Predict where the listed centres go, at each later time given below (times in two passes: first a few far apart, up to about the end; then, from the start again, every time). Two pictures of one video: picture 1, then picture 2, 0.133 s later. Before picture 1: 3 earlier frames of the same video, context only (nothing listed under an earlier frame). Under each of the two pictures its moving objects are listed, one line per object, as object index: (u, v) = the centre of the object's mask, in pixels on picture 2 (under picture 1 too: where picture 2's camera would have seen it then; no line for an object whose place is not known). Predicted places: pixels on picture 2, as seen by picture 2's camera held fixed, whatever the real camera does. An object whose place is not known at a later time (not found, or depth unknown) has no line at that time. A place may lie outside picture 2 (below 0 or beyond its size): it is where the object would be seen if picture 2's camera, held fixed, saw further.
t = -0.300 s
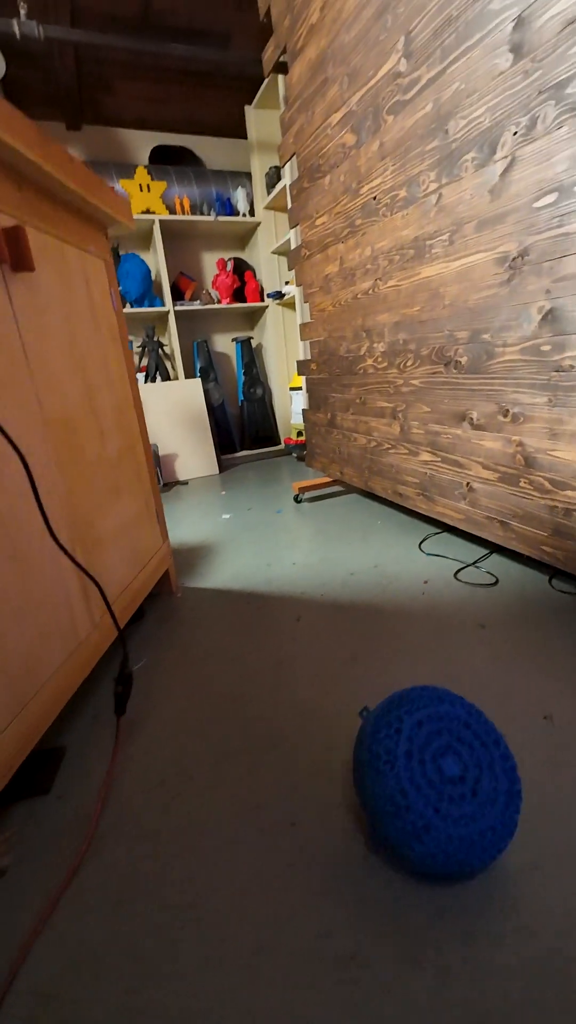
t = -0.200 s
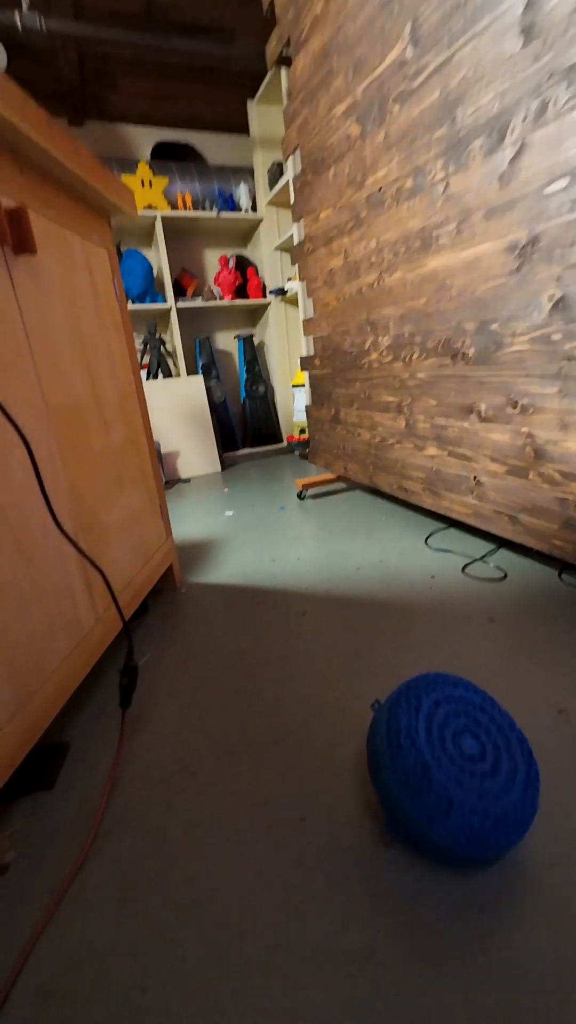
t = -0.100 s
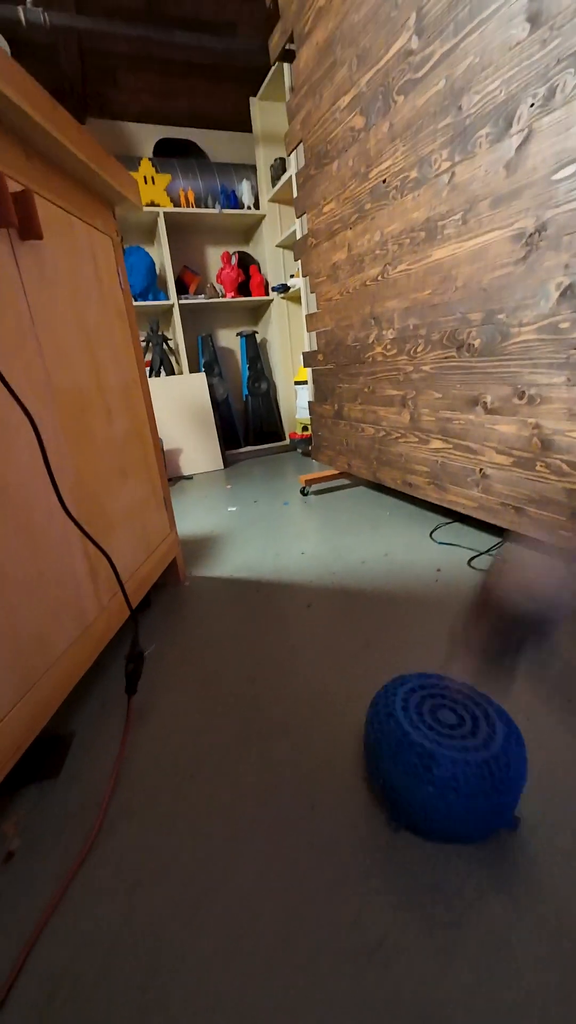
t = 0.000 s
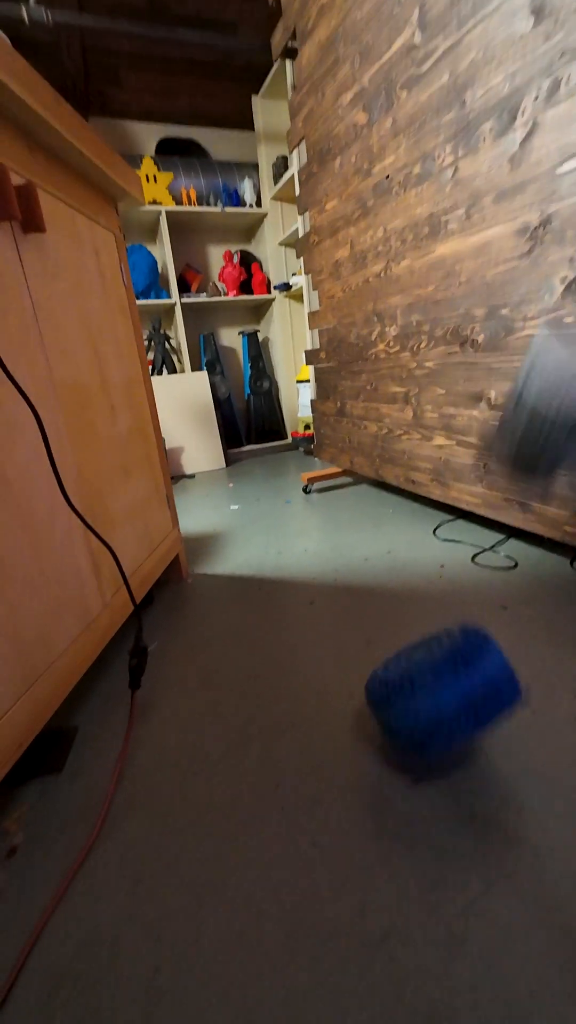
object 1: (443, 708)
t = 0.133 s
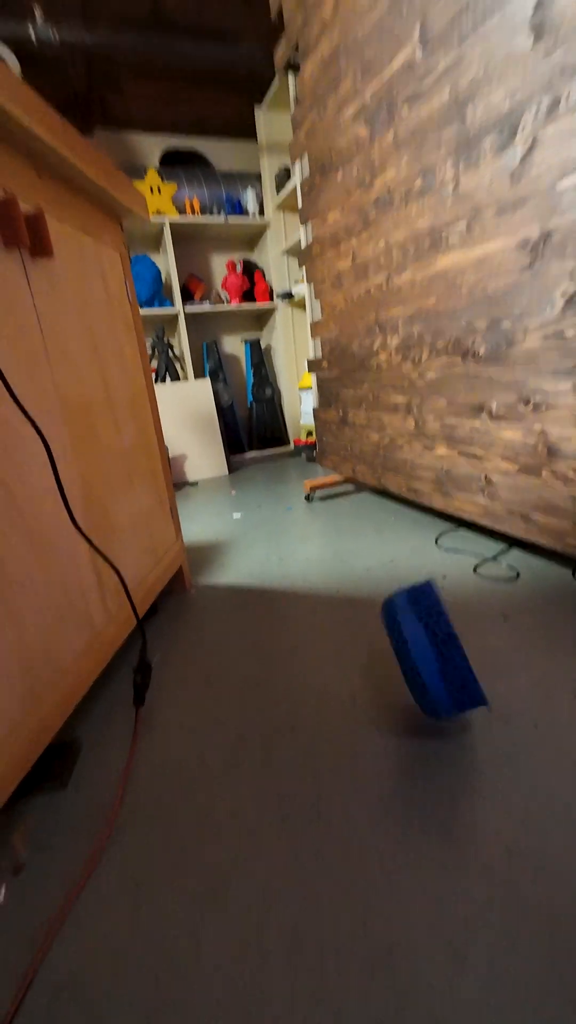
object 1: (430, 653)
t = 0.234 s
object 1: (422, 635)
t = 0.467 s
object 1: (364, 606)
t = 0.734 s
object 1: (355, 600)
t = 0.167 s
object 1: (433, 652)
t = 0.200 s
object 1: (431, 653)
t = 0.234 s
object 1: (422, 635)
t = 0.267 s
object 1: (412, 623)
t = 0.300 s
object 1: (403, 617)
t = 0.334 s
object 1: (394, 618)
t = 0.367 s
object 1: (386, 621)
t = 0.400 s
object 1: (378, 617)
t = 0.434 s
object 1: (371, 609)
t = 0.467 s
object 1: (364, 606)
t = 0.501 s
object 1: (358, 608)
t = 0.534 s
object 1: (353, 613)
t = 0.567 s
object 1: (348, 620)
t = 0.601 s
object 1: (346, 620)
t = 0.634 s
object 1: (348, 612)
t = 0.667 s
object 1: (351, 607)
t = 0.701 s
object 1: (353, 603)
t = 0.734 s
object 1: (355, 600)
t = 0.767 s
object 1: (355, 599)
